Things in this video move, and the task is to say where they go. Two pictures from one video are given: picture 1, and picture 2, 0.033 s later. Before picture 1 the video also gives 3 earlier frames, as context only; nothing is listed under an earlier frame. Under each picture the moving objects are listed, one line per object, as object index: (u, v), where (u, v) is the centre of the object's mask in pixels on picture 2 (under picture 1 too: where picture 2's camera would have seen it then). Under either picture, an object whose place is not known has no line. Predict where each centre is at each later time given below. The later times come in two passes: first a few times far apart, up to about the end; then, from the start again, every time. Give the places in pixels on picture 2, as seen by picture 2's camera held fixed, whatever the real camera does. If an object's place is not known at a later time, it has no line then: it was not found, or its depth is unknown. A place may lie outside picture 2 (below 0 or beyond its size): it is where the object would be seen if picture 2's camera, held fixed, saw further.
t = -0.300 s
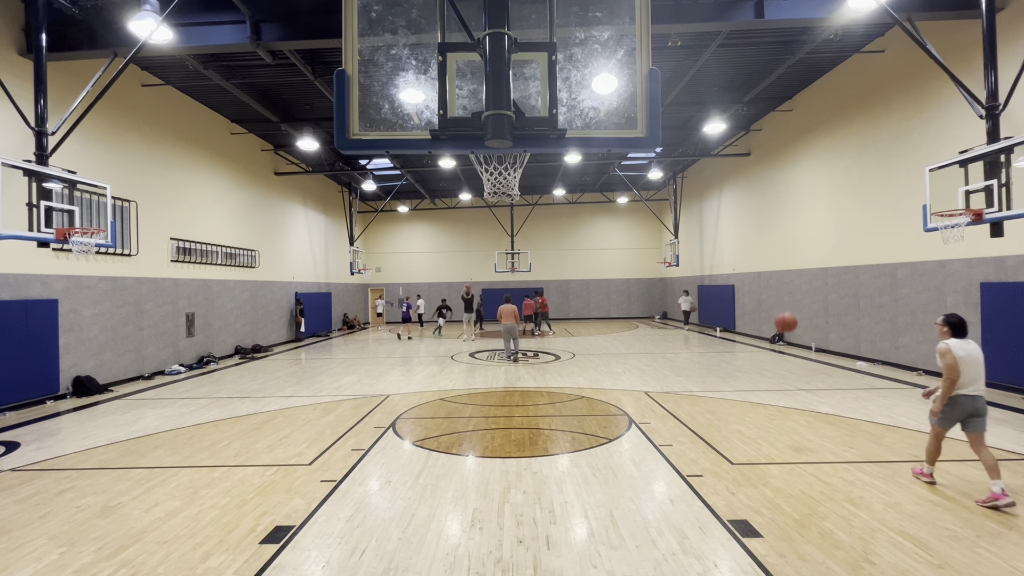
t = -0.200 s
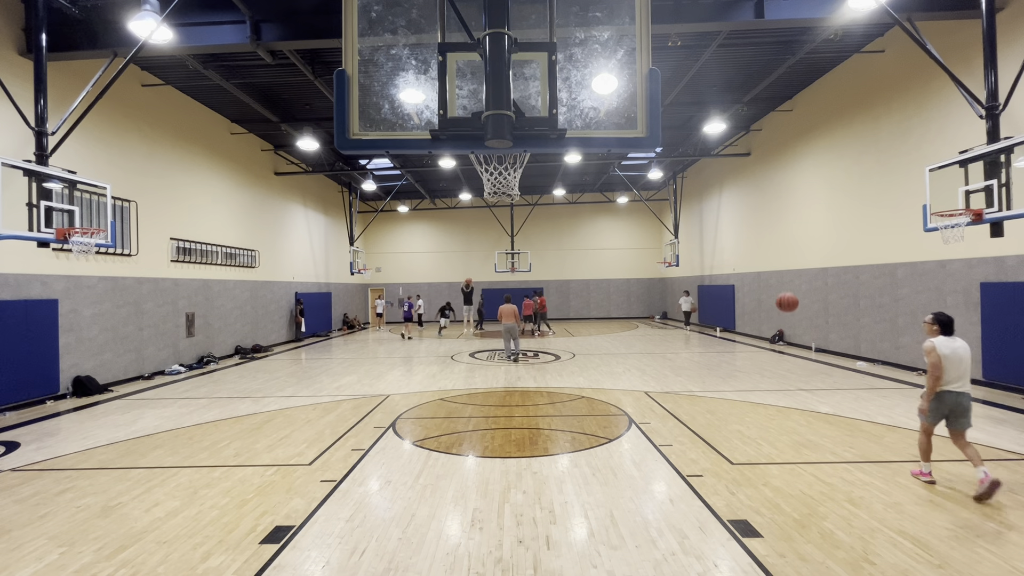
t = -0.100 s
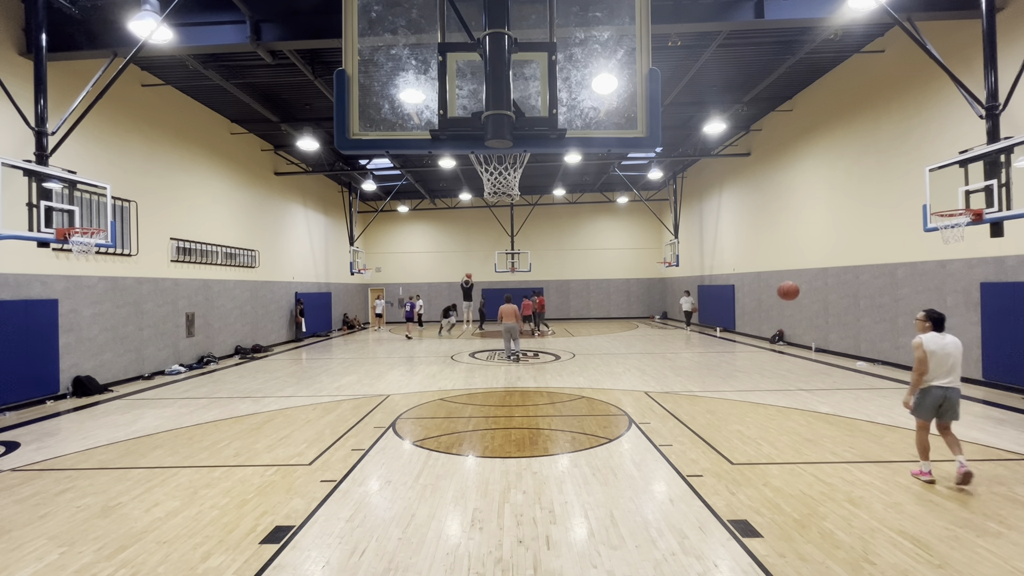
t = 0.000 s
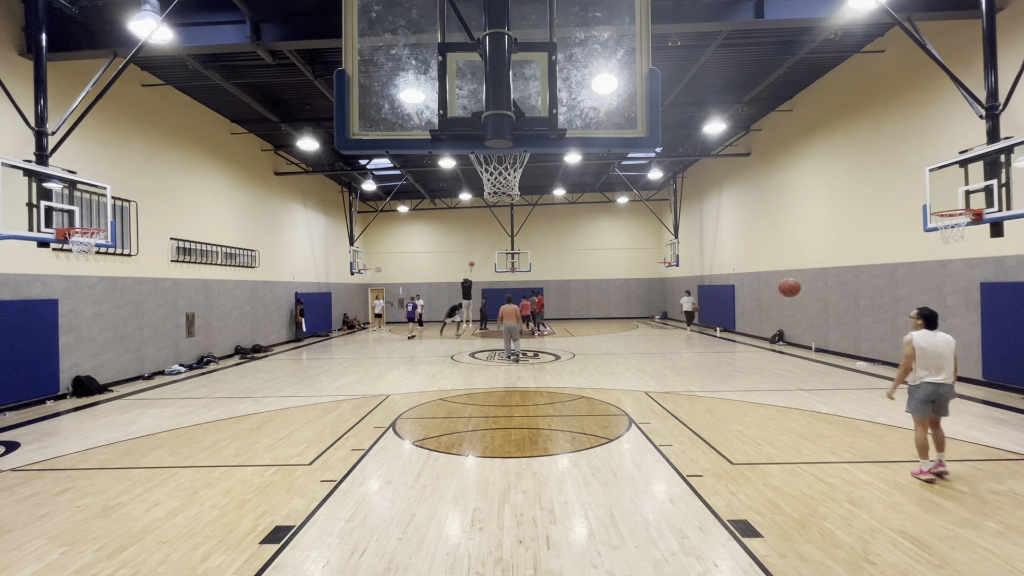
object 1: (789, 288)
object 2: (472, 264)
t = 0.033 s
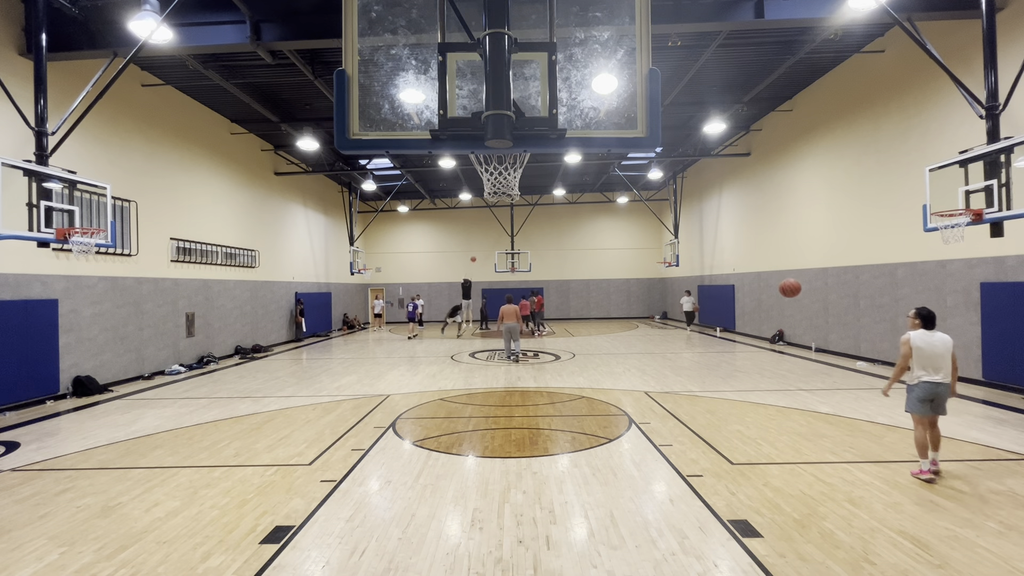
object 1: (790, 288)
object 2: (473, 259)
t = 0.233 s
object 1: (793, 310)
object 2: (482, 238)
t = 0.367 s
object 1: (795, 339)
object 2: (487, 230)
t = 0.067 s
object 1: (790, 290)
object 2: (475, 255)
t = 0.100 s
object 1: (791, 292)
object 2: (474, 251)
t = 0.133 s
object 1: (791, 295)
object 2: (477, 247)
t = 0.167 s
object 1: (792, 299)
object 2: (479, 244)
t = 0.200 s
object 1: (792, 305)
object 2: (480, 241)
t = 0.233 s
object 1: (793, 310)
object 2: (482, 238)
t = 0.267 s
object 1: (793, 316)
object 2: (483, 236)
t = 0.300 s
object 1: (794, 323)
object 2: (484, 233)
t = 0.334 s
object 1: (794, 332)
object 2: (486, 232)
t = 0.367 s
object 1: (795, 339)
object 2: (487, 230)
